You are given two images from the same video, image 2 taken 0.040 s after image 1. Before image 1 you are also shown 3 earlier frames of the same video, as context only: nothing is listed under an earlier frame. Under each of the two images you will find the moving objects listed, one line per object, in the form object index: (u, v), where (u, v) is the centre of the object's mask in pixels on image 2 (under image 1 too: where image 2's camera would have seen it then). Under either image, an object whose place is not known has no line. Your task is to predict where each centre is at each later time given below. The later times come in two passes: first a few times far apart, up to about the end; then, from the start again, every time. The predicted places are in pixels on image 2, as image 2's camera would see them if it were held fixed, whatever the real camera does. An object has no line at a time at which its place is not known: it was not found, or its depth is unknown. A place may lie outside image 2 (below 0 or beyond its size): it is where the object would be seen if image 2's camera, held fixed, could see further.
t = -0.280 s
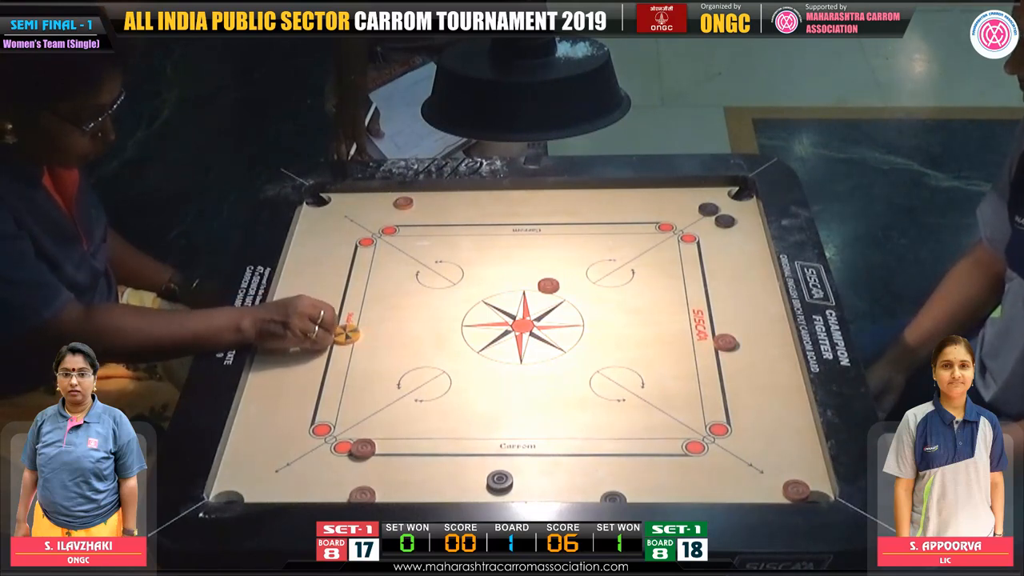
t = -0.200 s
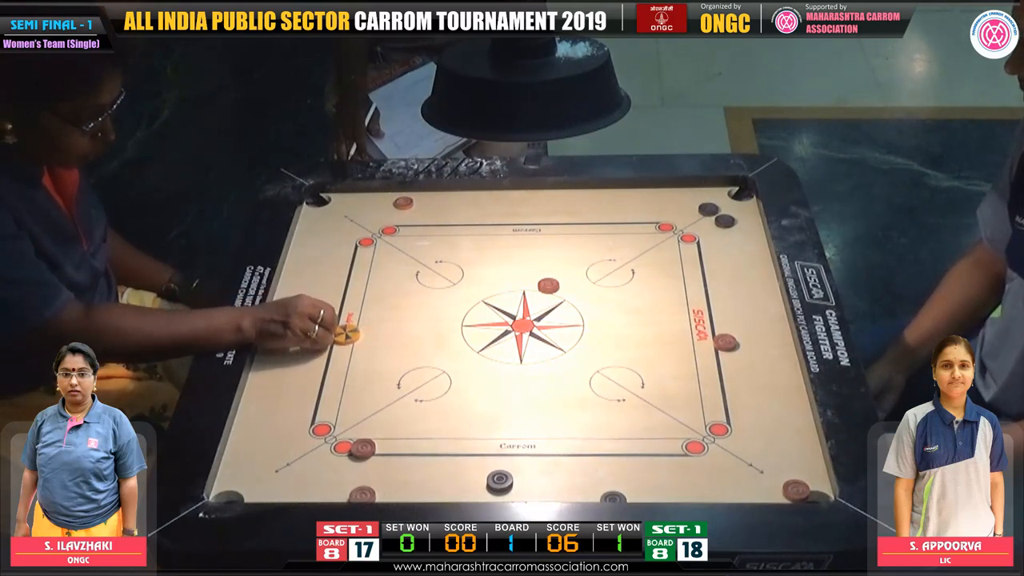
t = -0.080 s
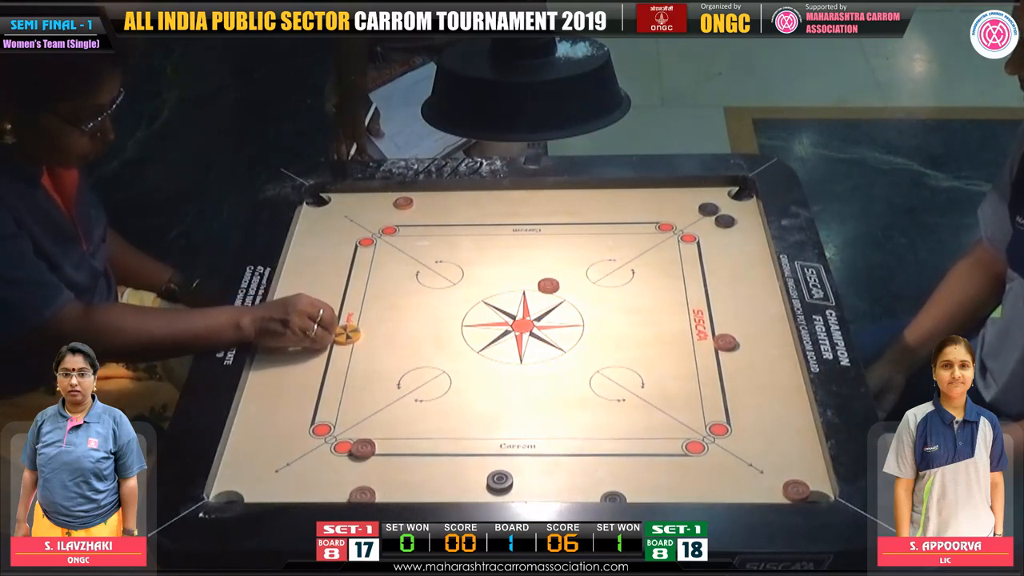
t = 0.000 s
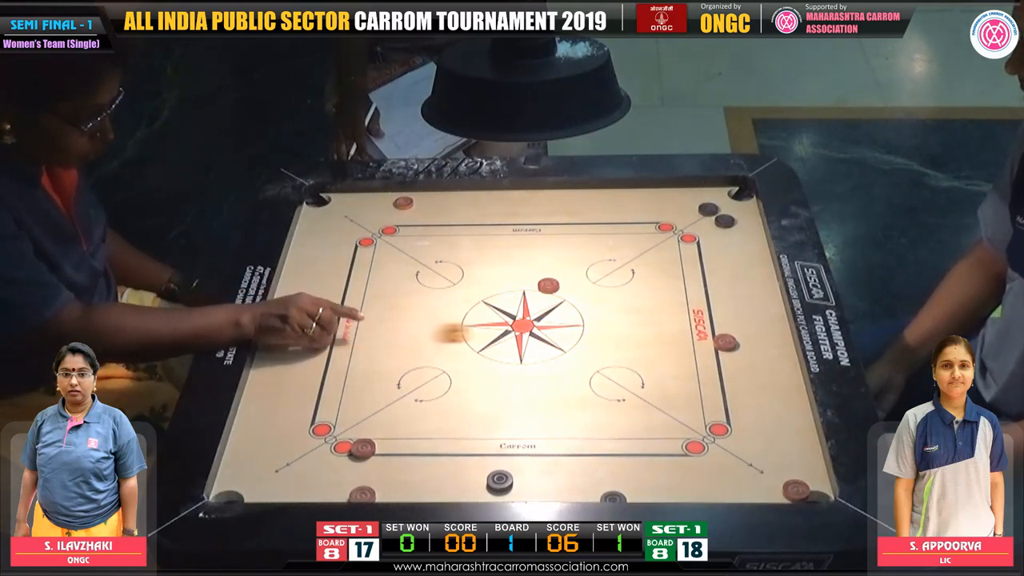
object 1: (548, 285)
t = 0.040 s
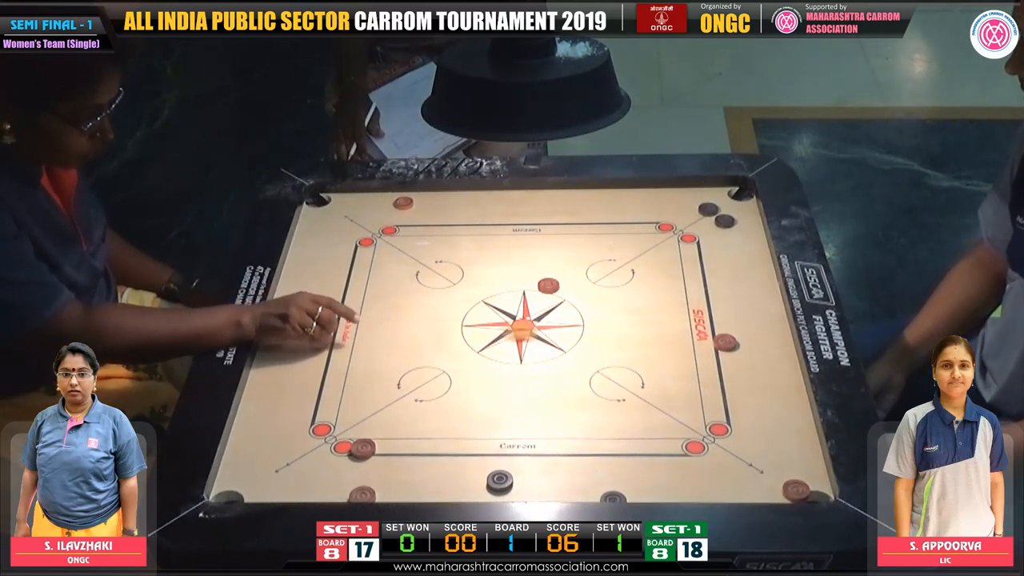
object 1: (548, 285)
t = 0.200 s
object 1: (548, 285)
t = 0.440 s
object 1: (548, 285)
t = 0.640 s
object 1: (548, 285)
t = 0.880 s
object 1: (548, 285)
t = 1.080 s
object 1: (694, 283)
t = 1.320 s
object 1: (697, 280)
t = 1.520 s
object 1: (626, 277)
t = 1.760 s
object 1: (625, 276)
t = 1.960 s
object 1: (625, 276)
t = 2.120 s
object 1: (625, 276)
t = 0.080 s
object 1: (548, 285)
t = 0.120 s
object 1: (548, 285)
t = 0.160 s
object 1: (548, 285)
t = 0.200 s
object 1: (548, 285)
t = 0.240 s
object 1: (548, 285)
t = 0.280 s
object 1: (548, 285)
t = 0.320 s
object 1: (548, 285)
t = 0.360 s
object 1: (548, 285)
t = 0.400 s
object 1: (548, 285)
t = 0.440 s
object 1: (548, 285)
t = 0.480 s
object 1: (548, 285)
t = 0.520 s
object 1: (548, 285)
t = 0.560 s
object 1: (548, 285)
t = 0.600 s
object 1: (548, 285)
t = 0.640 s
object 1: (548, 285)
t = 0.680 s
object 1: (548, 285)
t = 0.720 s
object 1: (548, 285)
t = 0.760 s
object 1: (548, 285)
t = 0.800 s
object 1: (548, 285)
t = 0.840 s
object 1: (548, 285)
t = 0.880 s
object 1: (548, 285)
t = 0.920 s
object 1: (555, 285)
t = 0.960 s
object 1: (593, 285)
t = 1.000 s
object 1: (628, 284)
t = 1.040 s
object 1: (662, 284)
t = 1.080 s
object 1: (694, 283)
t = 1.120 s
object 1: (725, 283)
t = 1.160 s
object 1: (753, 282)
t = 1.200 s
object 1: (758, 282)
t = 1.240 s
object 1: (736, 281)
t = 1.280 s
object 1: (716, 280)
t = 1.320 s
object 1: (697, 280)
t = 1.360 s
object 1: (680, 279)
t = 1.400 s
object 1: (664, 278)
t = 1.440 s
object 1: (650, 278)
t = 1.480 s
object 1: (638, 277)
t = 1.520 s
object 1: (626, 277)
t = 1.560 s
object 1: (624, 276)
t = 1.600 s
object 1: (625, 276)
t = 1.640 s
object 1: (625, 276)
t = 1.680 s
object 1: (625, 276)
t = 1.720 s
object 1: (625, 276)
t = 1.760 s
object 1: (625, 276)
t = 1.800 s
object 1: (625, 276)
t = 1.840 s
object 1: (625, 276)
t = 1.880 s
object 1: (625, 276)
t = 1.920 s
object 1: (625, 276)
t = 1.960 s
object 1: (625, 276)
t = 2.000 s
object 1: (625, 276)
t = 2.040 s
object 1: (625, 276)
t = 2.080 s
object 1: (625, 276)
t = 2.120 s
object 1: (625, 276)
